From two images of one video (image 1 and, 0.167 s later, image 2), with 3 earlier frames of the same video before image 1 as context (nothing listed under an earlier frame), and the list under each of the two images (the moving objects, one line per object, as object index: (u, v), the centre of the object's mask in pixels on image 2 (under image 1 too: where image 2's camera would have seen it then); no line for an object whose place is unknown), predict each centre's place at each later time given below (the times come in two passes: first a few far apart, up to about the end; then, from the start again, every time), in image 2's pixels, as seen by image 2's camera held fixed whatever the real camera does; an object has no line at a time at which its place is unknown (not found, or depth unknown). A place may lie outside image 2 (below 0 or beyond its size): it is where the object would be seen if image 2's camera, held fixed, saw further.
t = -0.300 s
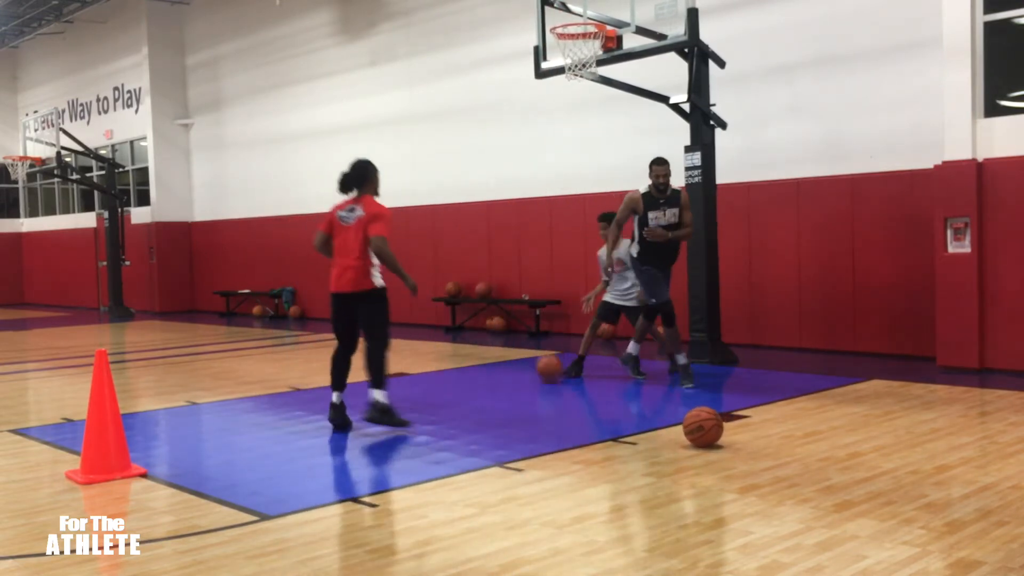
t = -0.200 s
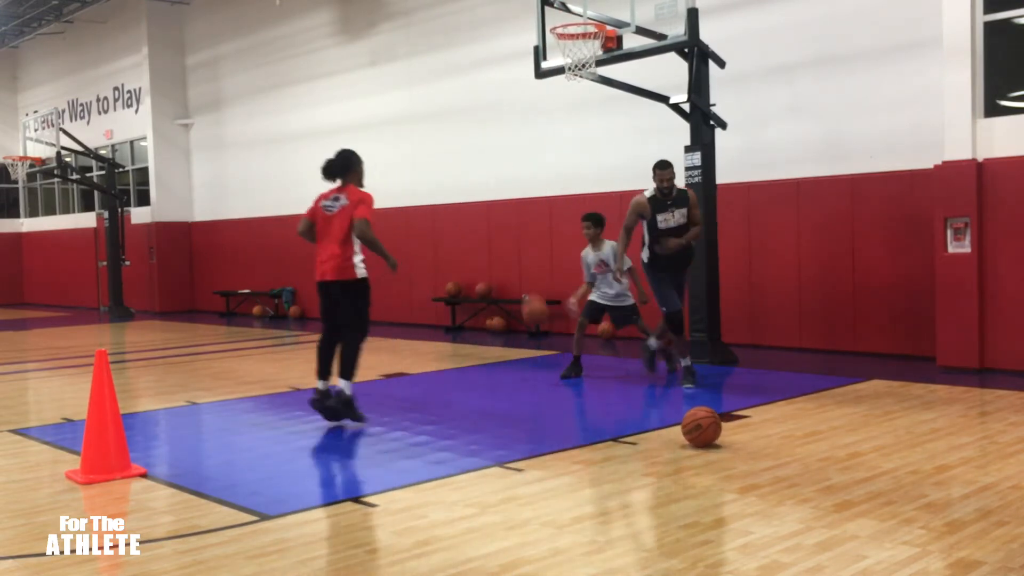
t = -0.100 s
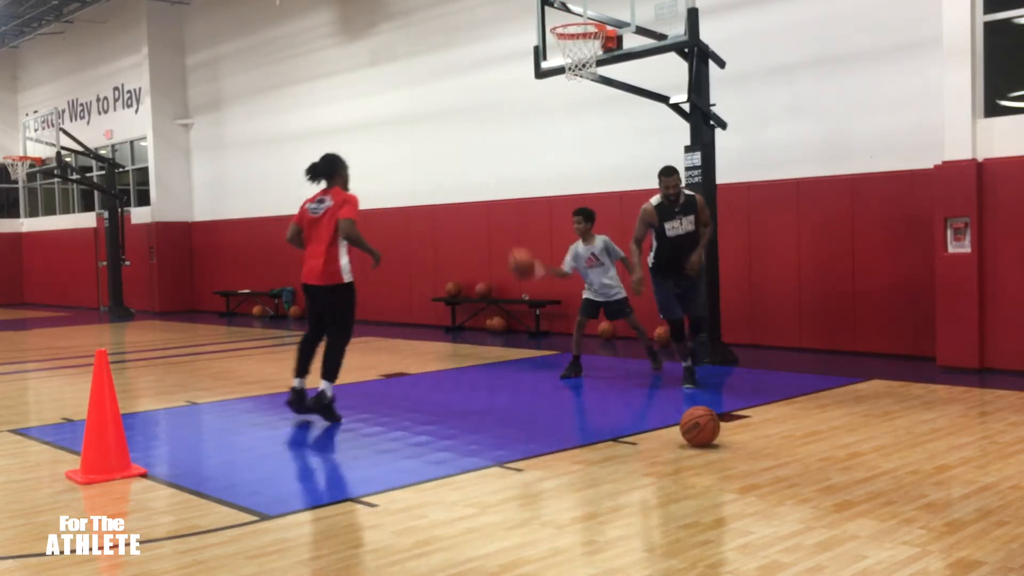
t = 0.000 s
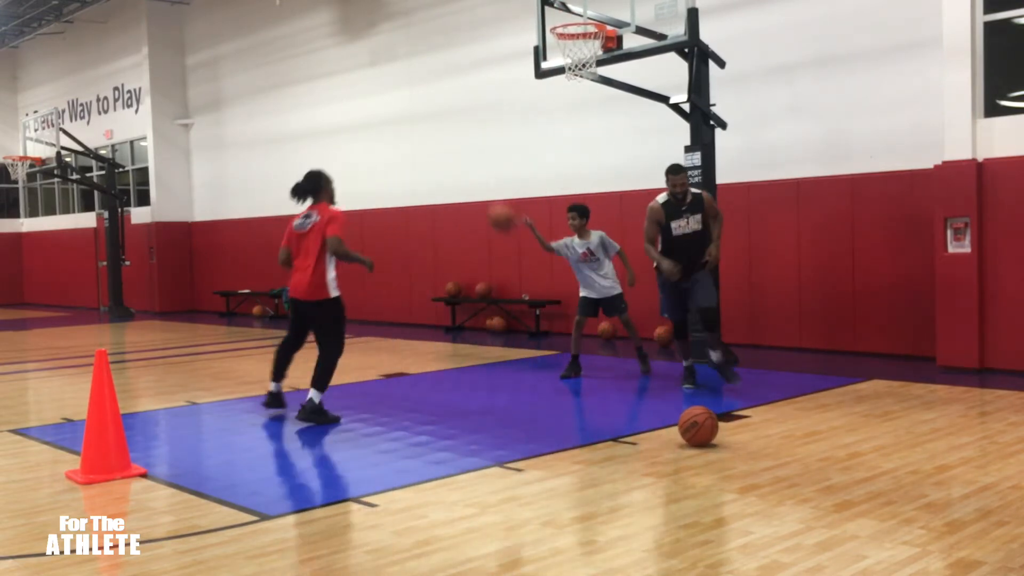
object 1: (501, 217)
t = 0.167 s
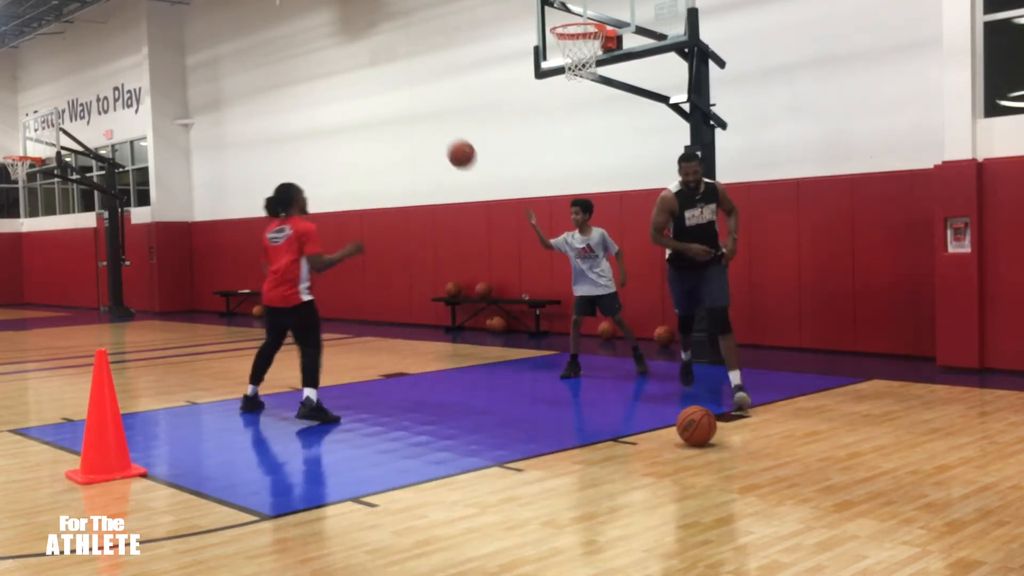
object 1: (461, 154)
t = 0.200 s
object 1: (453, 144)
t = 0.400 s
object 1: (406, 116)
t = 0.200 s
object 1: (453, 144)
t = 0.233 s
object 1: (445, 137)
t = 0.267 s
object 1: (437, 130)
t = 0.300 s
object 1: (429, 125)
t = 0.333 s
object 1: (421, 121)
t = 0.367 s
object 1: (414, 118)
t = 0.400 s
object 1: (406, 116)
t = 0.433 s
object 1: (398, 116)
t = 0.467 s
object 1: (390, 117)
